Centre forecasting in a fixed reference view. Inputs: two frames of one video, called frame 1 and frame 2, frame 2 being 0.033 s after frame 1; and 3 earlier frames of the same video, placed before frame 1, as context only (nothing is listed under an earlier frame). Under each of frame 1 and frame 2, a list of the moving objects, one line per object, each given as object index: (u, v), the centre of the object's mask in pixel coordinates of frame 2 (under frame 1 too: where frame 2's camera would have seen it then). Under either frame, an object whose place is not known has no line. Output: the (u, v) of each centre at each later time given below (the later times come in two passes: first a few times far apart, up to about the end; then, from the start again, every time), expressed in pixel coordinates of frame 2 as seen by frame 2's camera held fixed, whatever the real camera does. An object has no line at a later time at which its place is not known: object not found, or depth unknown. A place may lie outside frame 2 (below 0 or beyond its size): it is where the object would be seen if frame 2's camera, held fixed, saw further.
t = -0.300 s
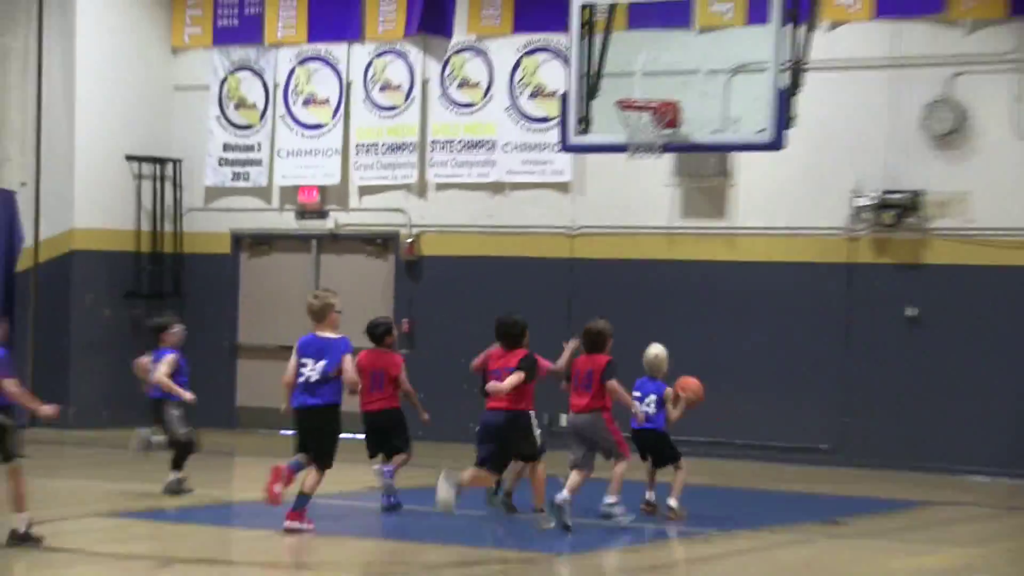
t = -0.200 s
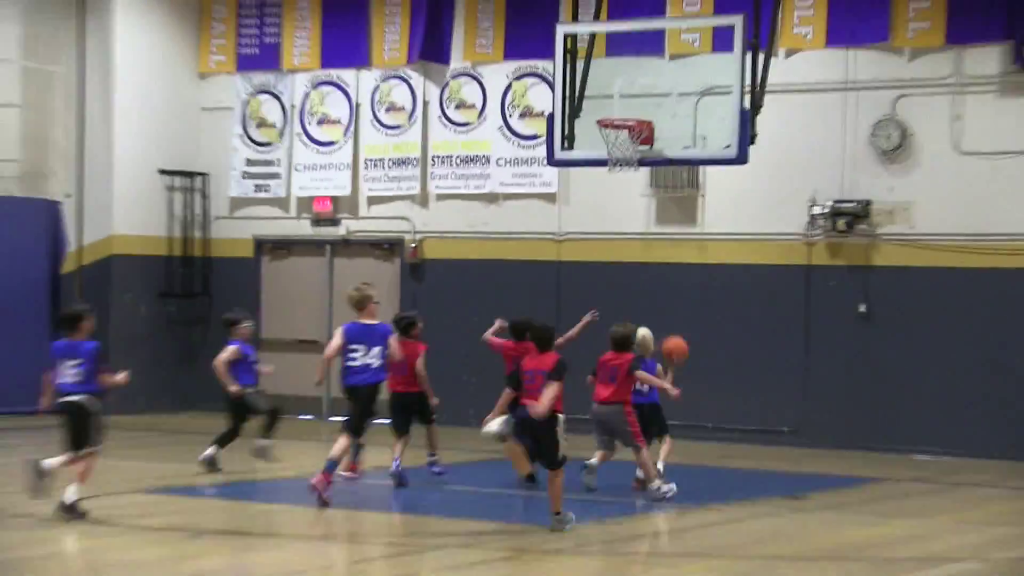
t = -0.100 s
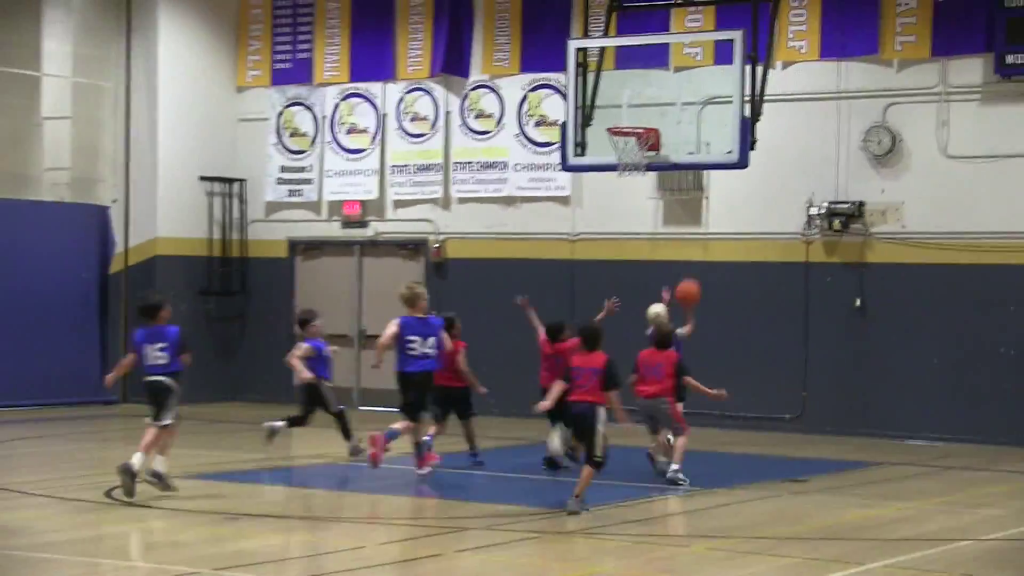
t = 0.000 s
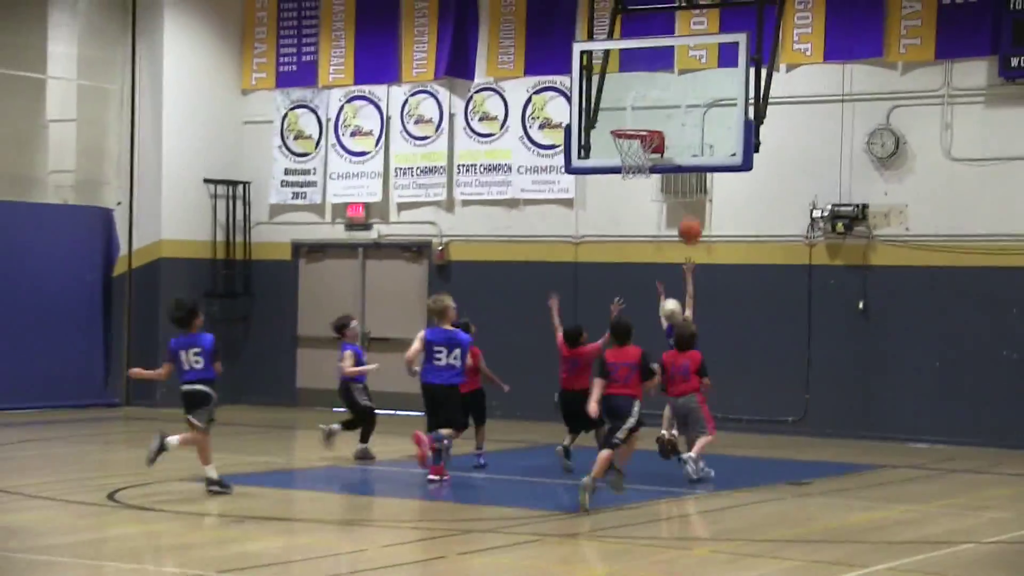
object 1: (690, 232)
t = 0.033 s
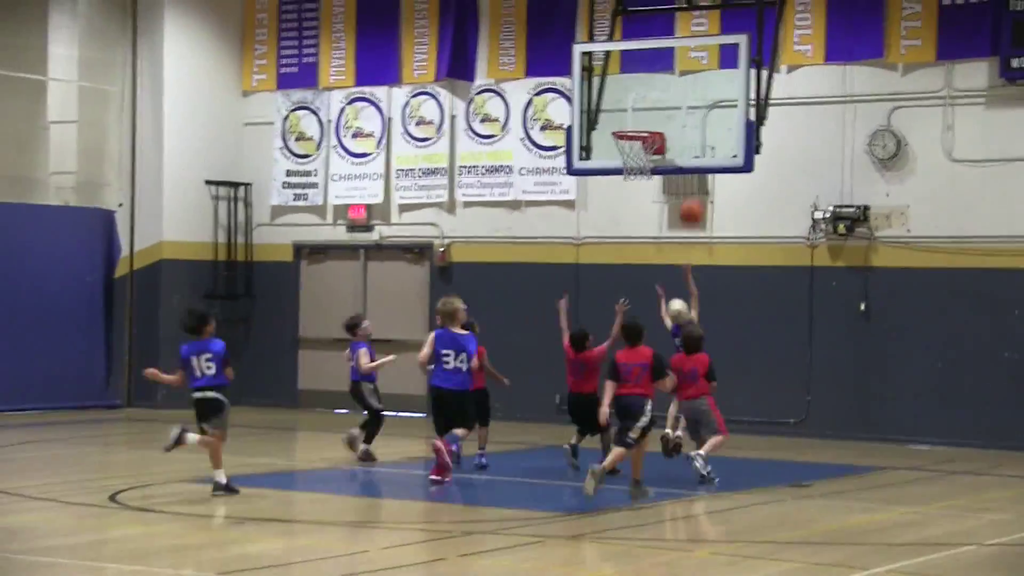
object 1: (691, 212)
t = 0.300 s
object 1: (684, 106)
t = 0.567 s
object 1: (661, 87)
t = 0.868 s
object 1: (628, 110)
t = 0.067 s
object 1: (689, 195)
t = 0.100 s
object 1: (689, 179)
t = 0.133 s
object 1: (687, 163)
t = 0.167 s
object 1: (687, 149)
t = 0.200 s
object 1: (687, 136)
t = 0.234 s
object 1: (685, 124)
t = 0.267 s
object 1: (684, 115)
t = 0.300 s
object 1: (684, 106)
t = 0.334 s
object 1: (682, 99)
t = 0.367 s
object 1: (681, 92)
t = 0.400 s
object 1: (681, 88)
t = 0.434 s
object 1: (679, 84)
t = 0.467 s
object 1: (674, 83)
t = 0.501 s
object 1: (670, 83)
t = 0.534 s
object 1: (665, 84)
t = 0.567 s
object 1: (661, 87)
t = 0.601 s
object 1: (656, 90)
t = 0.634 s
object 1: (651, 94)
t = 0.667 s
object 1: (646, 101)
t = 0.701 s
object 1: (641, 108)
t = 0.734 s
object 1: (636, 116)
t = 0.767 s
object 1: (633, 119)
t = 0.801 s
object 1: (632, 115)
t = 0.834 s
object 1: (630, 112)
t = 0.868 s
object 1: (628, 110)
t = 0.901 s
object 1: (626, 110)
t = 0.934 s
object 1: (624, 111)
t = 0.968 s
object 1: (623, 112)
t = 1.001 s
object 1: (621, 116)
